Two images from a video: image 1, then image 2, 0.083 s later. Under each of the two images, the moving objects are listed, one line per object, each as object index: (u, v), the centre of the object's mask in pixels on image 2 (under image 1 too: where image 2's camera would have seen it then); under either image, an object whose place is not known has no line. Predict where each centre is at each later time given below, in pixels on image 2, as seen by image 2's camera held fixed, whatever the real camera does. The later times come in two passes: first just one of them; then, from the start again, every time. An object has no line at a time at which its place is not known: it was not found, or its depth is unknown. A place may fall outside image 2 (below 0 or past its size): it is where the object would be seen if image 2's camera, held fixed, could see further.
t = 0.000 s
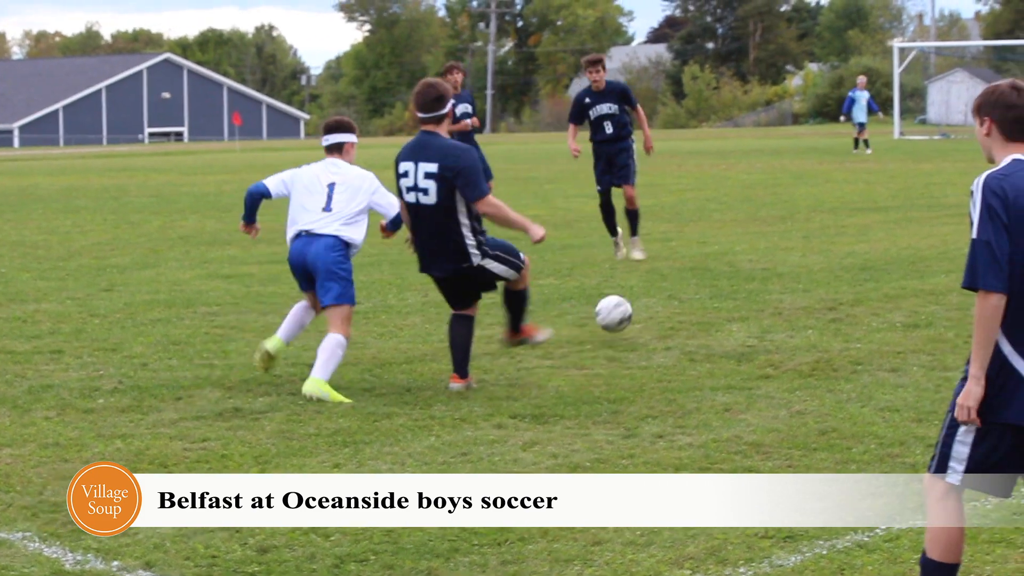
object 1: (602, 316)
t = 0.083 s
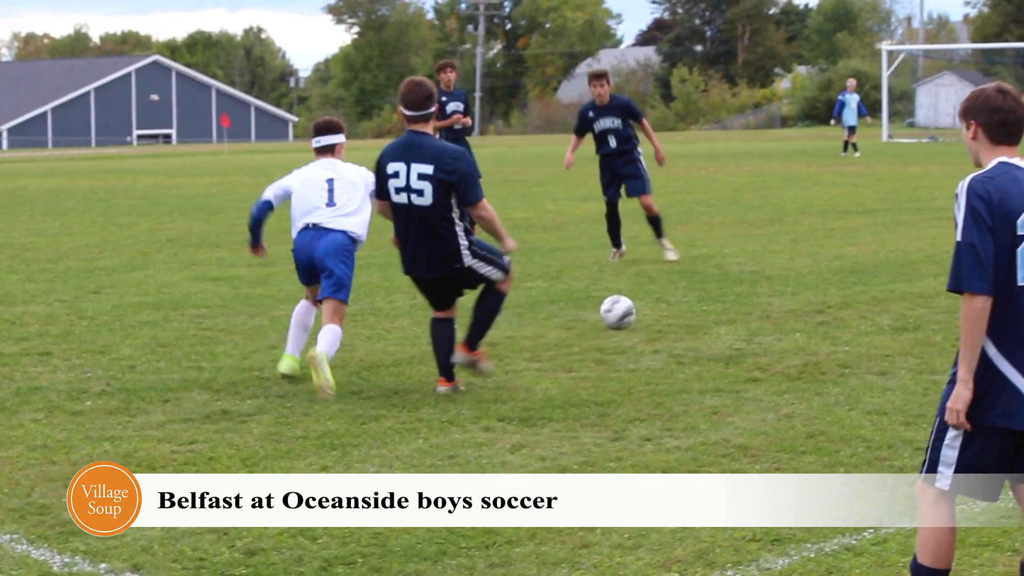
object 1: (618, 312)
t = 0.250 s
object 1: (639, 282)
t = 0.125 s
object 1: (624, 312)
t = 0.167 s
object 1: (630, 301)
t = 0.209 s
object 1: (634, 290)
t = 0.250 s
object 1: (639, 282)
